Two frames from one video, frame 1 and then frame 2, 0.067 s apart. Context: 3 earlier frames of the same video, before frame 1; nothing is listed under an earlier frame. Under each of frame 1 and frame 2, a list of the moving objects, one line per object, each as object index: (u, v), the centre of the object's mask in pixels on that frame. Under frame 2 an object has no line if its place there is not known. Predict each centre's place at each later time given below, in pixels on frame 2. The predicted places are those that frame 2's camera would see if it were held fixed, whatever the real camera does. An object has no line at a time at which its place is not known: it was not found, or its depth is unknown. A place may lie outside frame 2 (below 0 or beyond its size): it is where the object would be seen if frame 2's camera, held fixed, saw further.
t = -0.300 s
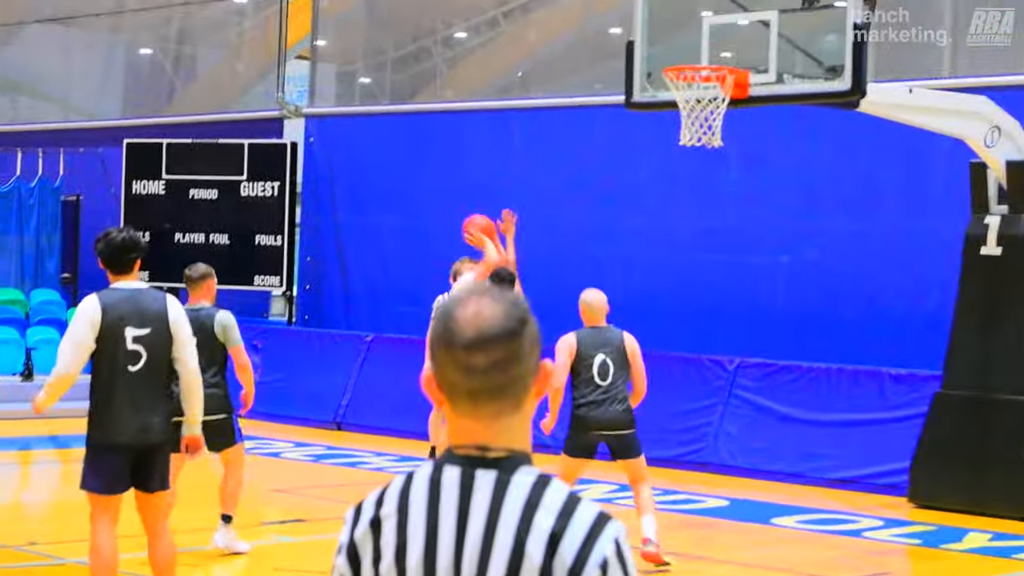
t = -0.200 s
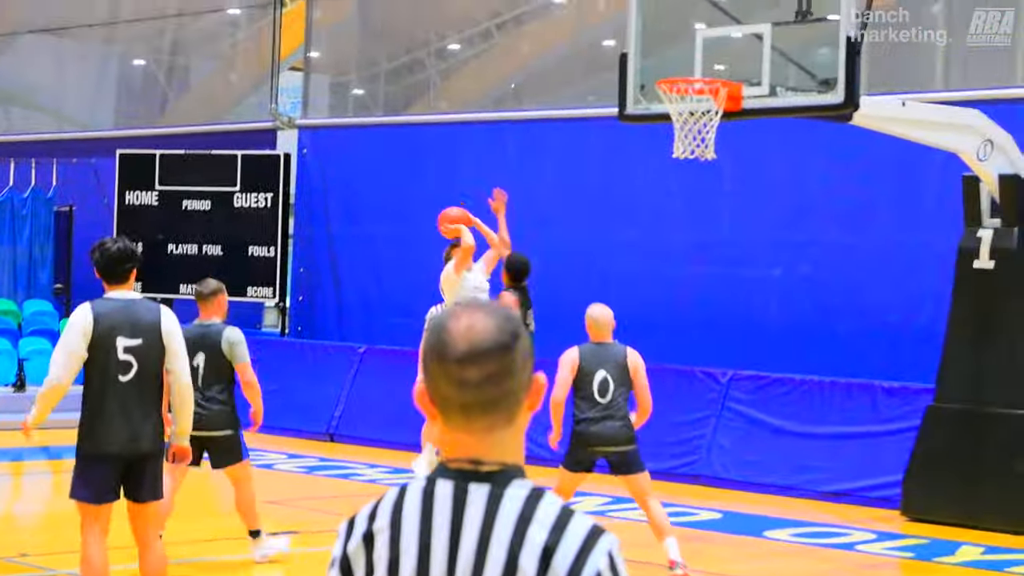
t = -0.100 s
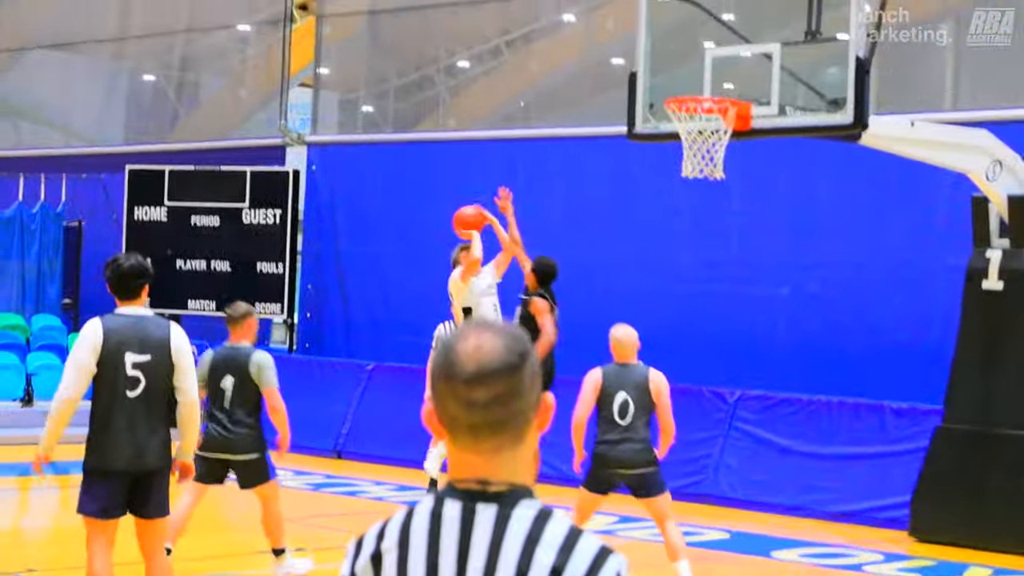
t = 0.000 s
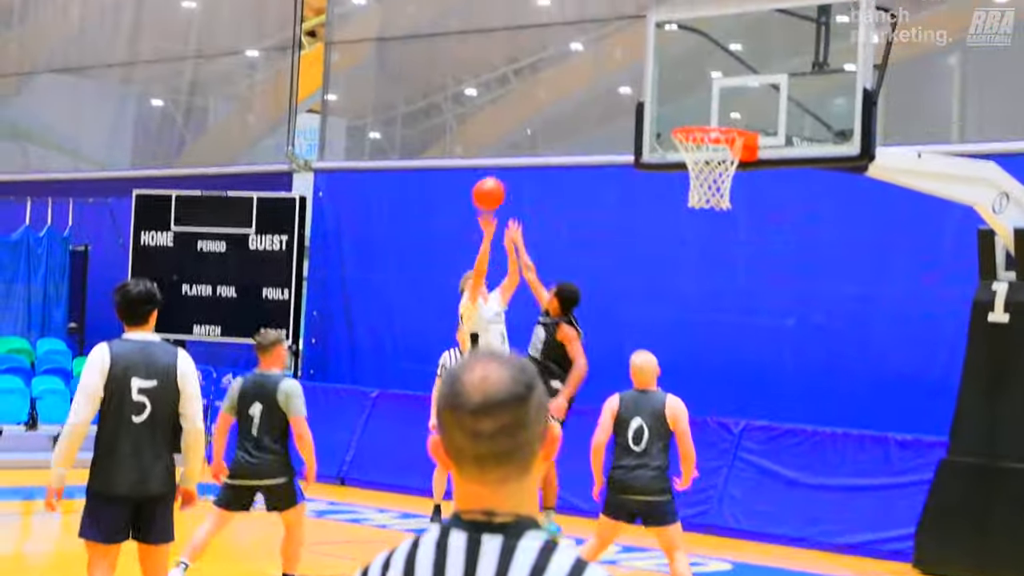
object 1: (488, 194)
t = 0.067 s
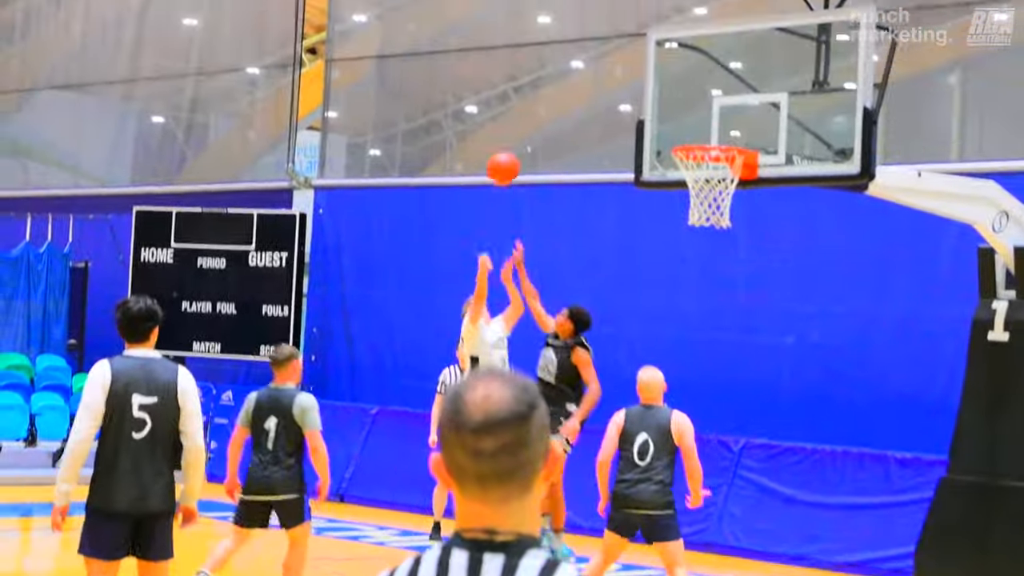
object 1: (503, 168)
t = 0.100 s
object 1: (510, 147)
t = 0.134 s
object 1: (517, 129)
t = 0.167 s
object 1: (524, 113)
